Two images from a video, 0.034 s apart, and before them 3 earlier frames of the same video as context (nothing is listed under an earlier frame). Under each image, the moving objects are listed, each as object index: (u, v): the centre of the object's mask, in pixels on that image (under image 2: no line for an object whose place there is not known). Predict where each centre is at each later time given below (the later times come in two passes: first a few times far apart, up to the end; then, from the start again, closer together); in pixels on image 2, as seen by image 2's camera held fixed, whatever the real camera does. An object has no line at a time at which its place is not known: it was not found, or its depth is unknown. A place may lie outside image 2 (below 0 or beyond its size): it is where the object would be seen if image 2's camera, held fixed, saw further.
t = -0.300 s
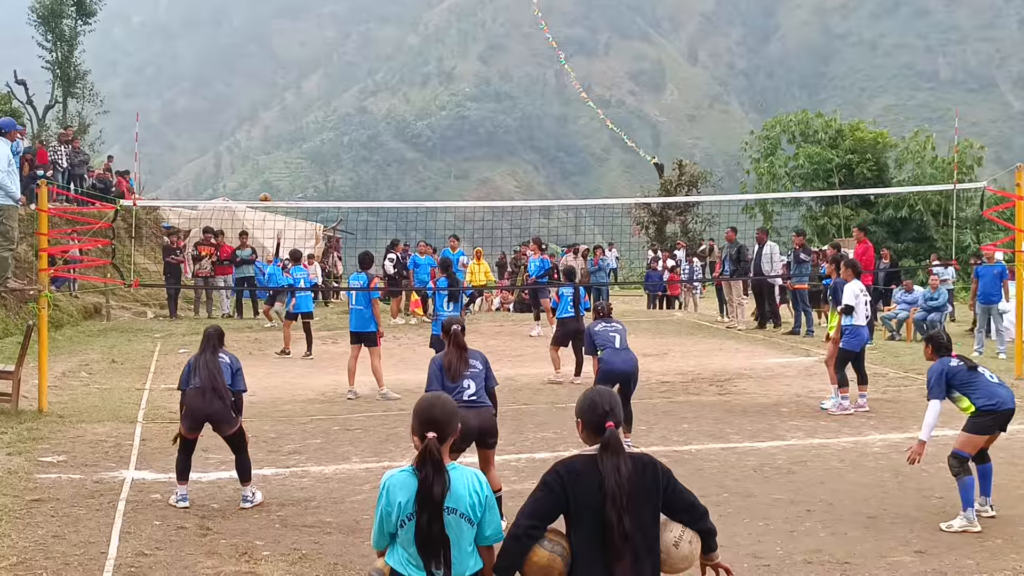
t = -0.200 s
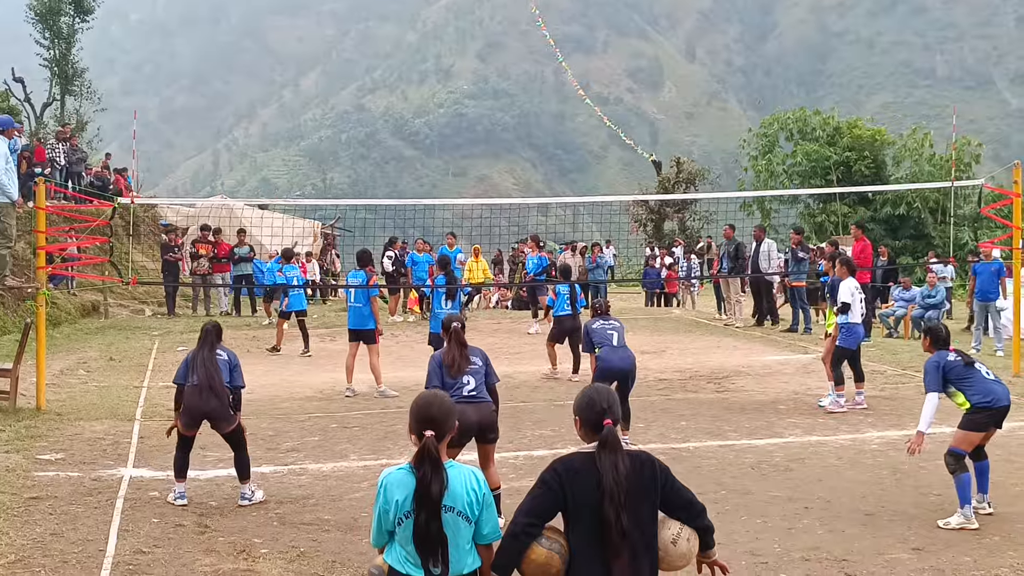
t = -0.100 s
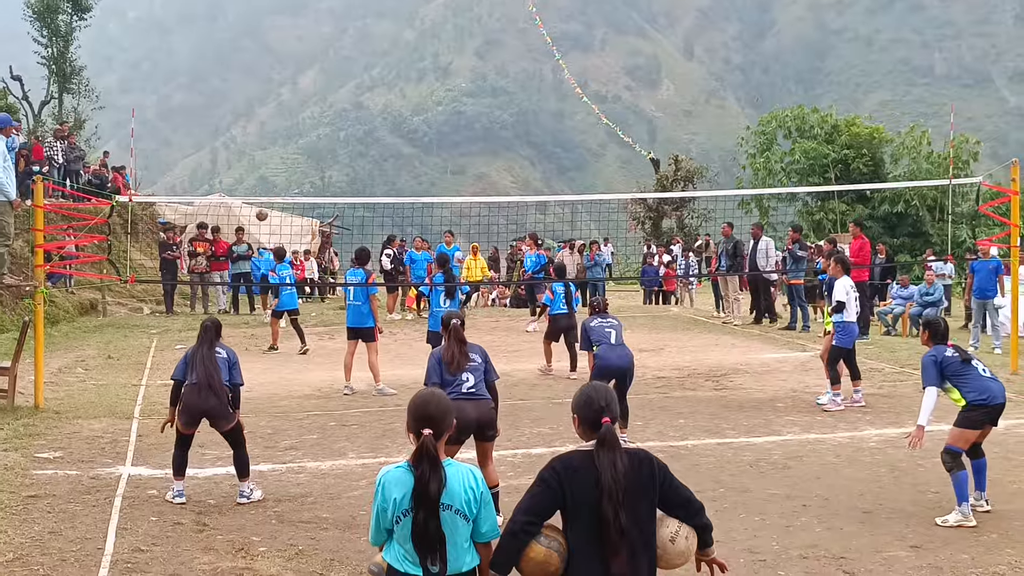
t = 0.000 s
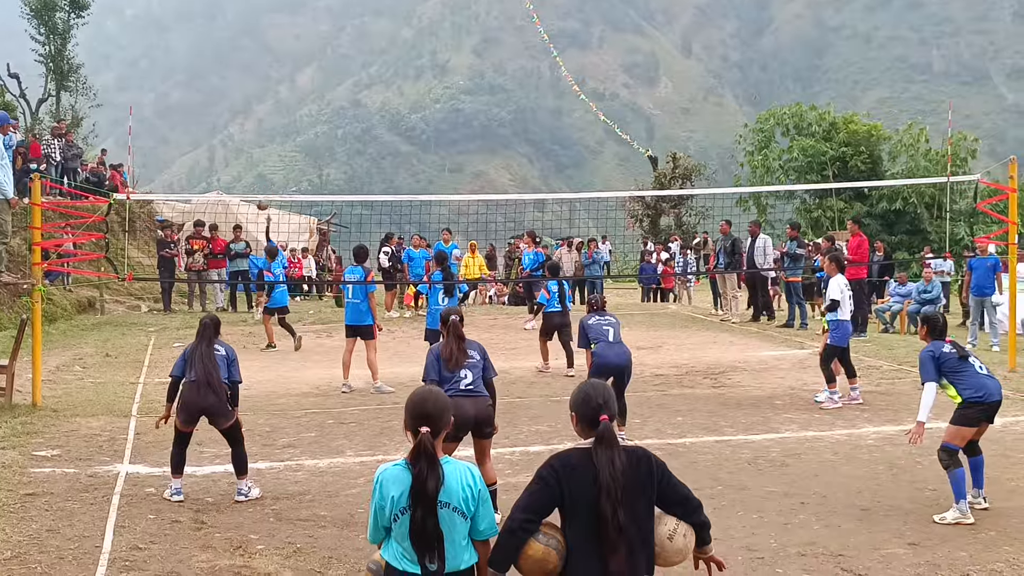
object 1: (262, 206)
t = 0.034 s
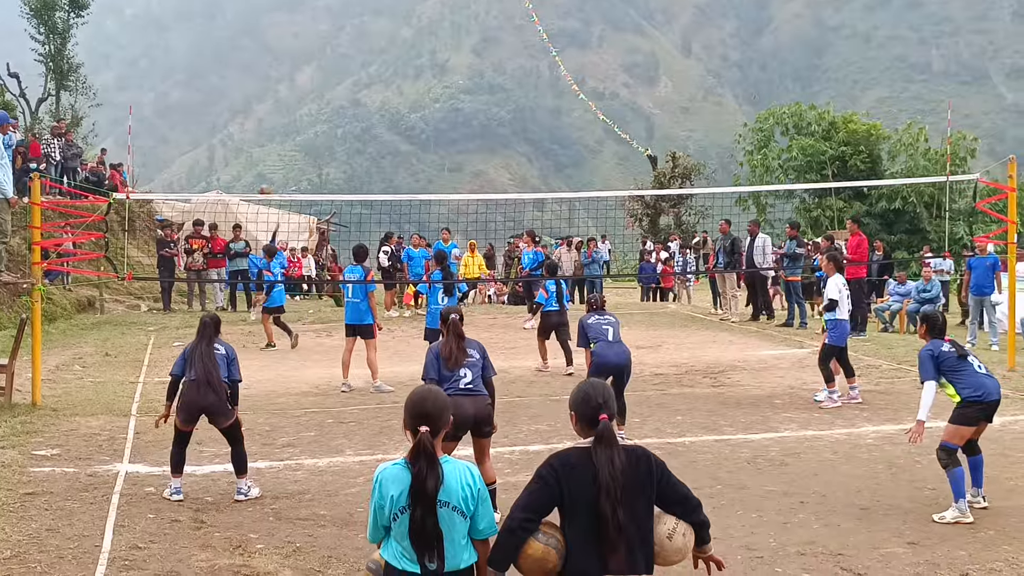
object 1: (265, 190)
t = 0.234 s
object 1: (279, 121)
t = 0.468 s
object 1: (298, 61)
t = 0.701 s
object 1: (322, 34)
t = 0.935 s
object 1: (357, 55)
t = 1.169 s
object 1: (406, 147)
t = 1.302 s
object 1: (443, 241)
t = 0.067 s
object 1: (267, 178)
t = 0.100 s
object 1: (269, 166)
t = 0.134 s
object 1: (271, 156)
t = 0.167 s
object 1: (274, 143)
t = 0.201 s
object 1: (277, 132)
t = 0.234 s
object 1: (279, 121)
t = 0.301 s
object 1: (284, 101)
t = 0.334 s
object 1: (286, 92)
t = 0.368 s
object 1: (289, 83)
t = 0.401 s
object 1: (292, 75)
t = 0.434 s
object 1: (295, 68)
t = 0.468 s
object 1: (298, 61)
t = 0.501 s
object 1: (301, 54)
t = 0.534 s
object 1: (304, 49)
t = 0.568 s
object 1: (307, 45)
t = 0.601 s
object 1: (310, 40)
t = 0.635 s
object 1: (314, 38)
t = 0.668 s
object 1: (318, 35)
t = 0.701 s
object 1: (322, 34)
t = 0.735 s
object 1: (327, 33)
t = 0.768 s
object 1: (331, 34)
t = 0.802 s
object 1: (336, 36)
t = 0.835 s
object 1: (341, 39)
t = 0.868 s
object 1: (346, 43)
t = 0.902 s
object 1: (351, 48)
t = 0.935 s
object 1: (357, 55)
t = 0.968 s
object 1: (363, 63)
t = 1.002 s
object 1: (369, 73)
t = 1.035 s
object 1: (376, 84)
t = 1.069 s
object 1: (383, 97)
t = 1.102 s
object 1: (391, 113)
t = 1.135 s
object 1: (397, 128)
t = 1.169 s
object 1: (406, 147)
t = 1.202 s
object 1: (414, 167)
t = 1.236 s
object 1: (423, 190)
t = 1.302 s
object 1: (443, 241)
